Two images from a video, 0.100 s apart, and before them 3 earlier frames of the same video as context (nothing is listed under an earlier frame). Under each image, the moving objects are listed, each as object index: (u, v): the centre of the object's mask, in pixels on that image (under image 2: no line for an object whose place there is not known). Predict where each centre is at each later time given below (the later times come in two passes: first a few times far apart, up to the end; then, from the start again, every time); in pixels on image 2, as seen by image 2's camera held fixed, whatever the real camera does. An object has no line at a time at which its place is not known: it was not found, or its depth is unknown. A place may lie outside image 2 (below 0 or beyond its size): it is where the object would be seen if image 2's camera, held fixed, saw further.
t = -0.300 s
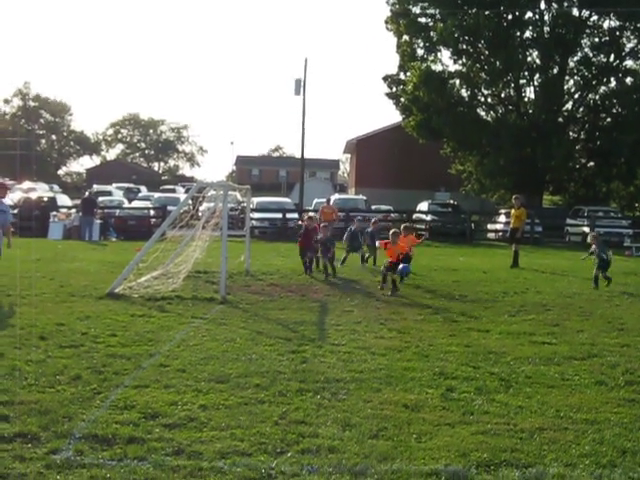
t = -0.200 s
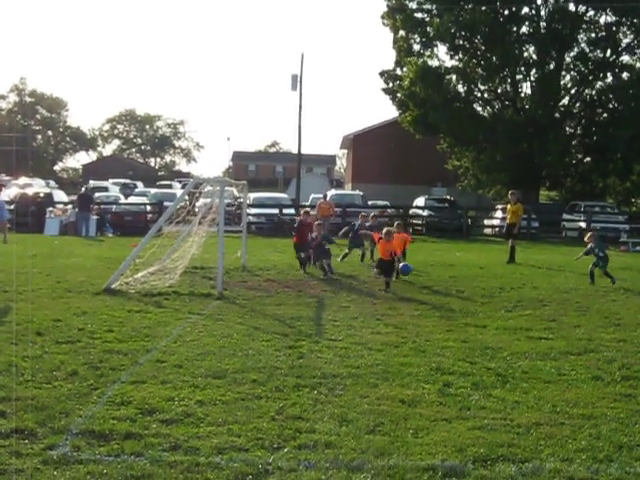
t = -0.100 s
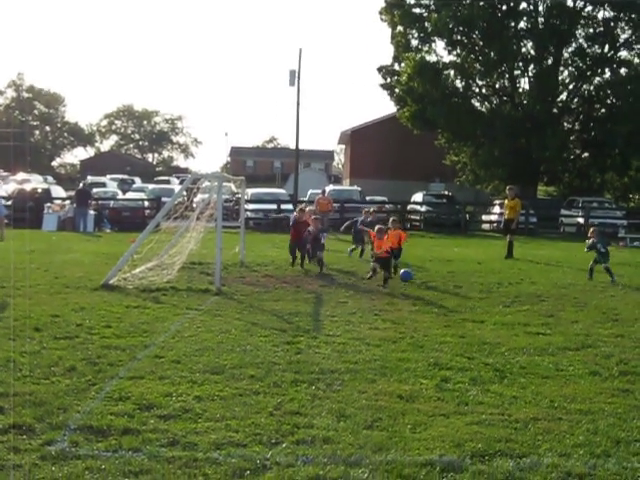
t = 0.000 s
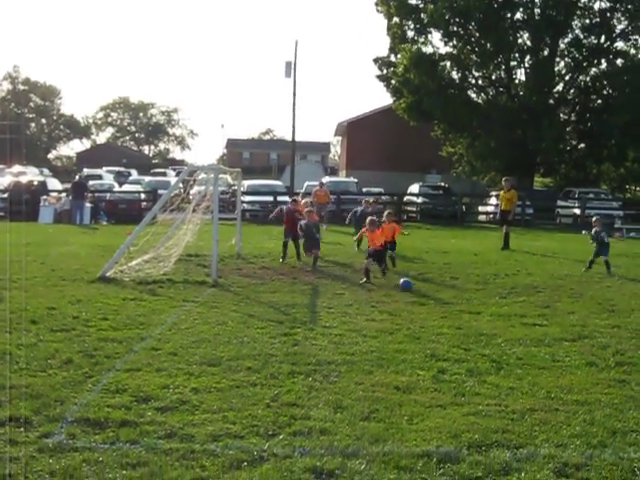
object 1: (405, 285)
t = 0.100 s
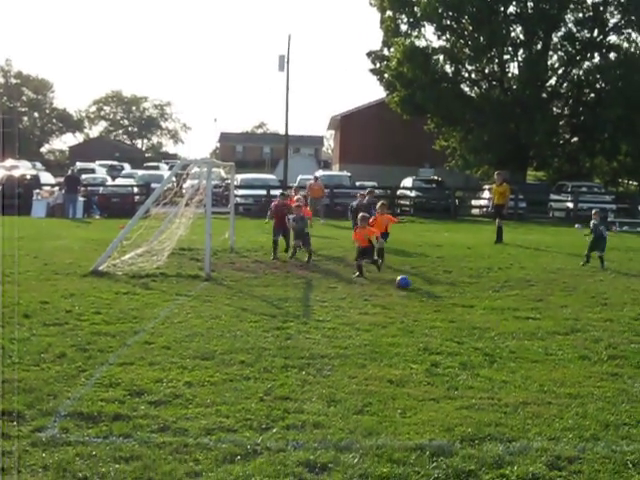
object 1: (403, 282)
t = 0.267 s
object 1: (410, 272)
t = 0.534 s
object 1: (420, 301)
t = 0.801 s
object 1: (434, 307)
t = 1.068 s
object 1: (453, 320)
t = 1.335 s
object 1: (474, 325)
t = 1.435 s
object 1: (483, 333)
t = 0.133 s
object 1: (404, 278)
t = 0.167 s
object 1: (406, 275)
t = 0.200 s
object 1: (407, 273)
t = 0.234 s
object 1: (408, 272)
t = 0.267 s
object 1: (410, 272)
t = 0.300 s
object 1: (411, 272)
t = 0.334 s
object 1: (412, 273)
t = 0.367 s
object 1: (414, 276)
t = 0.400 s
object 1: (415, 278)
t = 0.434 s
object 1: (417, 282)
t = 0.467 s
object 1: (417, 287)
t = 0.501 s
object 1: (418, 294)
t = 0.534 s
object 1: (420, 301)
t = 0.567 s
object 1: (422, 305)
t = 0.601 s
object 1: (423, 303)
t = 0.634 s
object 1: (425, 302)
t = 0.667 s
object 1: (426, 301)
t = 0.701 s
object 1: (428, 301)
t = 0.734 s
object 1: (430, 302)
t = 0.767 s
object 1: (432, 304)
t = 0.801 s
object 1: (434, 307)
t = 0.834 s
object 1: (436, 311)
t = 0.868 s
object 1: (439, 316)
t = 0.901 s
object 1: (441, 320)
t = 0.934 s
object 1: (443, 318)
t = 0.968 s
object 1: (445, 317)
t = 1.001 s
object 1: (448, 317)
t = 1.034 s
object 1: (450, 318)
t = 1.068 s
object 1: (453, 320)
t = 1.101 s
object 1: (456, 323)
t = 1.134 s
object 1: (459, 327)
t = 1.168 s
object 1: (462, 332)
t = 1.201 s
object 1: (464, 332)
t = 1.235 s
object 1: (467, 328)
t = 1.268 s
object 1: (469, 326)
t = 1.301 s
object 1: (471, 325)
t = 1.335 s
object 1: (474, 325)
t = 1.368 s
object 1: (477, 327)
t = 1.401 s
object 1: (480, 330)
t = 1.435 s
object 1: (483, 333)
